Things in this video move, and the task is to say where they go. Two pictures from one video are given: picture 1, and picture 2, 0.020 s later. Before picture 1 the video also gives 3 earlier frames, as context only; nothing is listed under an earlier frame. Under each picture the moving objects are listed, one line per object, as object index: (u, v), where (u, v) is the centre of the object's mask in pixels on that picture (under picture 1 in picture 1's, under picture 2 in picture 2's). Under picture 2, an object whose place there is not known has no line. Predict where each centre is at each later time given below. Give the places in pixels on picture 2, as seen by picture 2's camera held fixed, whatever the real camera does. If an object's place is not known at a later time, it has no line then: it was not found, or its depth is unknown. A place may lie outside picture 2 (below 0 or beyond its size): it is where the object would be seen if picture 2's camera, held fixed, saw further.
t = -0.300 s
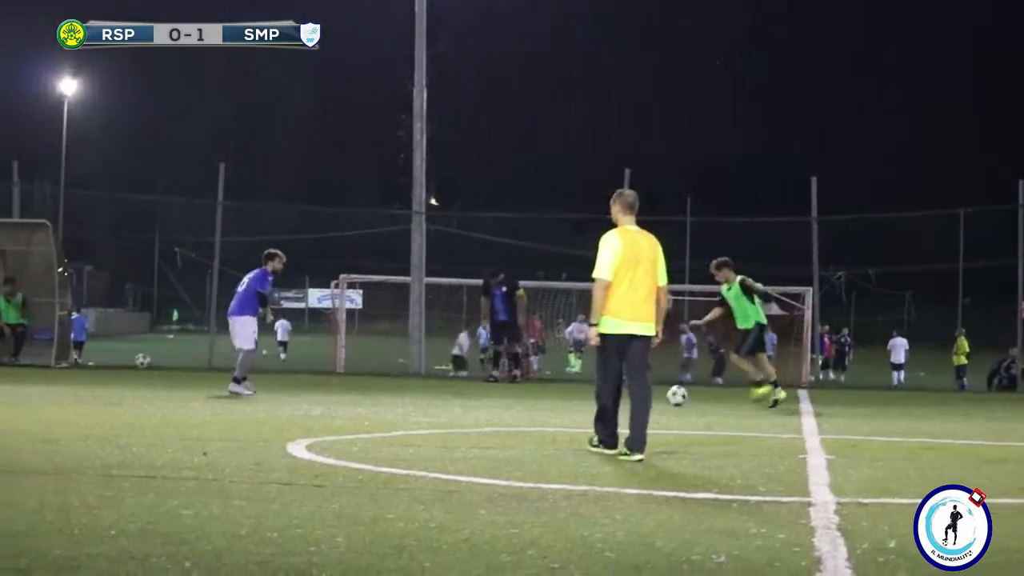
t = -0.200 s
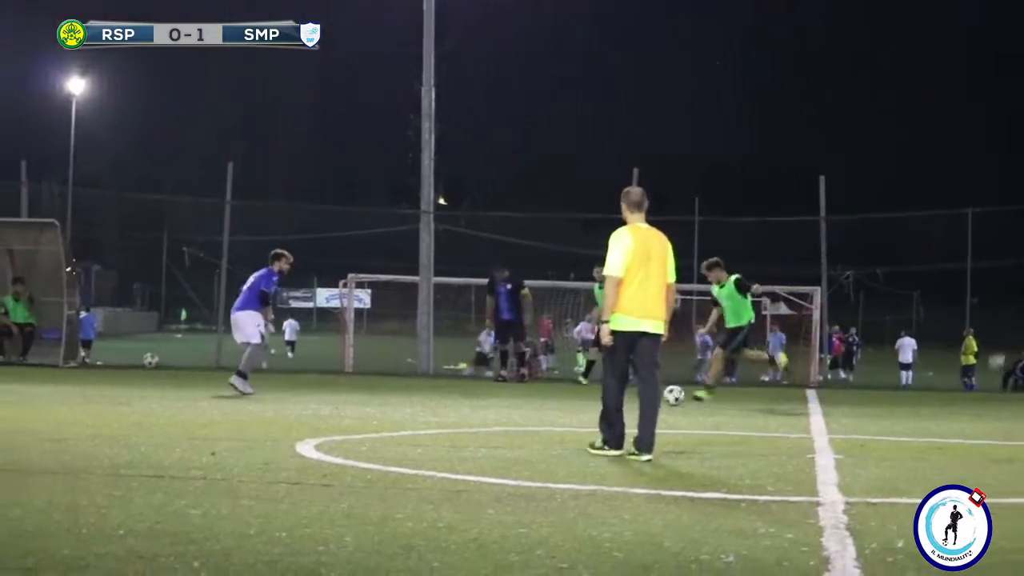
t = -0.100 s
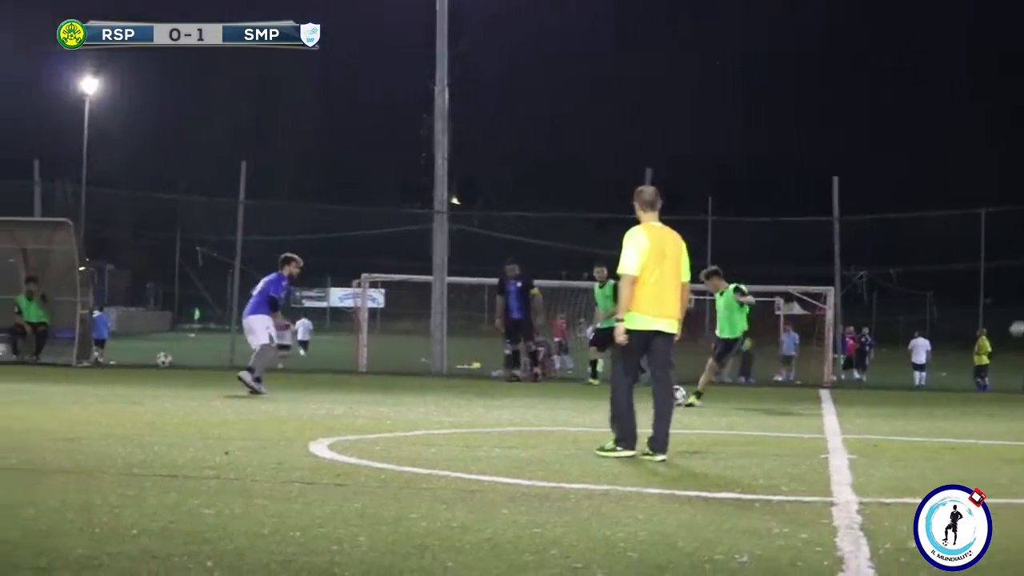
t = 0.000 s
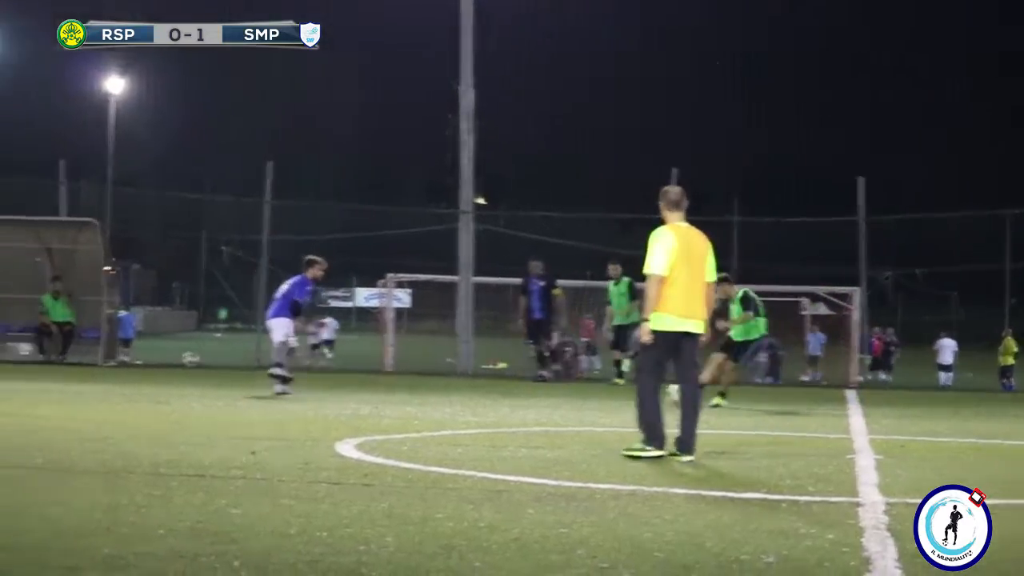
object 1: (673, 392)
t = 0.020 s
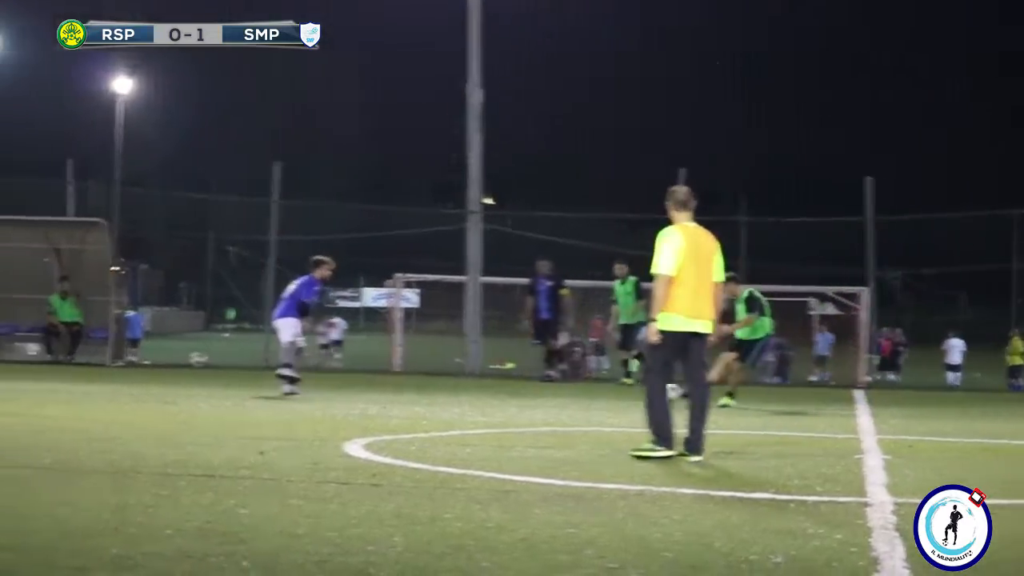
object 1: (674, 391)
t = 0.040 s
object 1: (645, 390)
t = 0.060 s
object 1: (635, 389)
